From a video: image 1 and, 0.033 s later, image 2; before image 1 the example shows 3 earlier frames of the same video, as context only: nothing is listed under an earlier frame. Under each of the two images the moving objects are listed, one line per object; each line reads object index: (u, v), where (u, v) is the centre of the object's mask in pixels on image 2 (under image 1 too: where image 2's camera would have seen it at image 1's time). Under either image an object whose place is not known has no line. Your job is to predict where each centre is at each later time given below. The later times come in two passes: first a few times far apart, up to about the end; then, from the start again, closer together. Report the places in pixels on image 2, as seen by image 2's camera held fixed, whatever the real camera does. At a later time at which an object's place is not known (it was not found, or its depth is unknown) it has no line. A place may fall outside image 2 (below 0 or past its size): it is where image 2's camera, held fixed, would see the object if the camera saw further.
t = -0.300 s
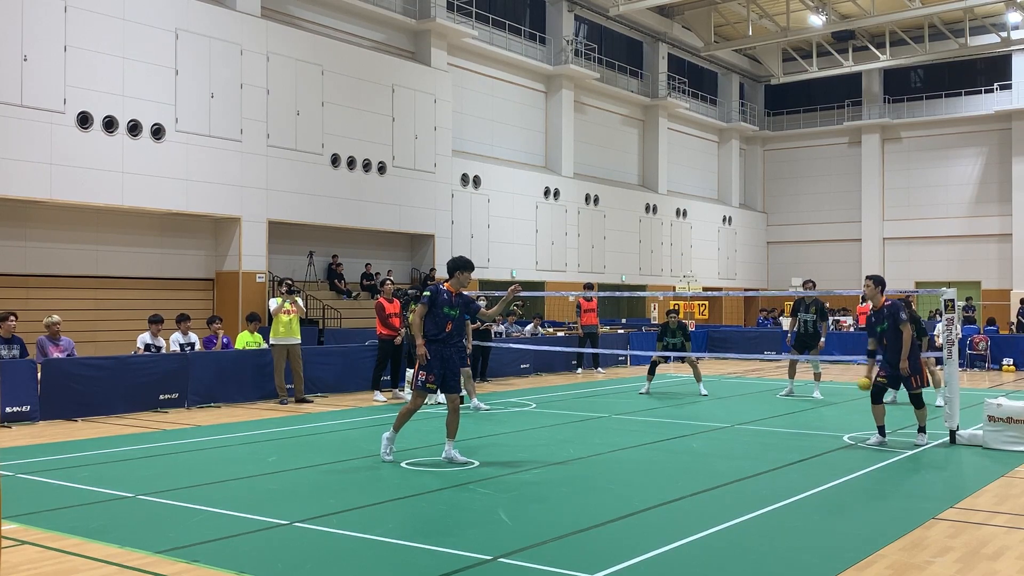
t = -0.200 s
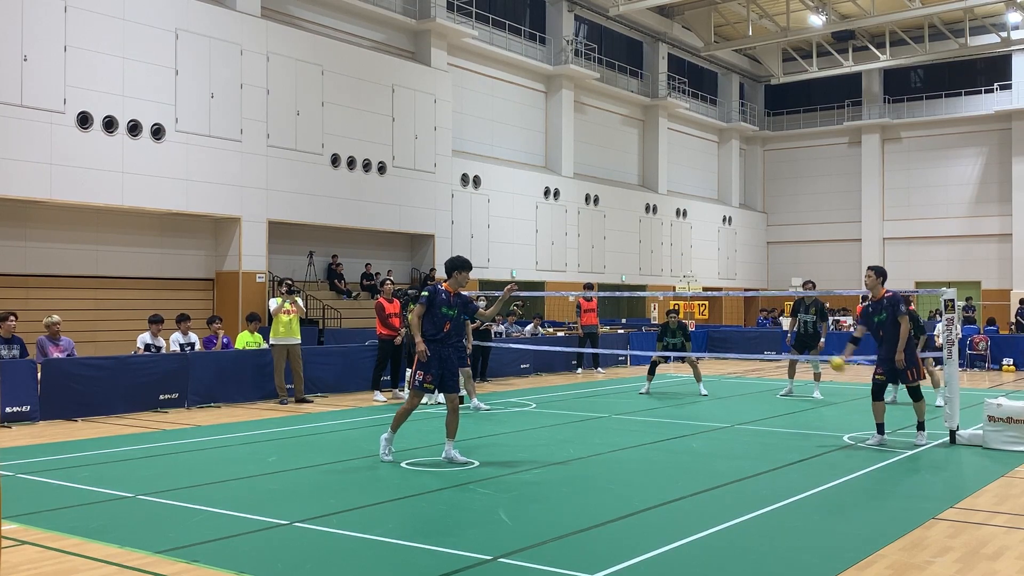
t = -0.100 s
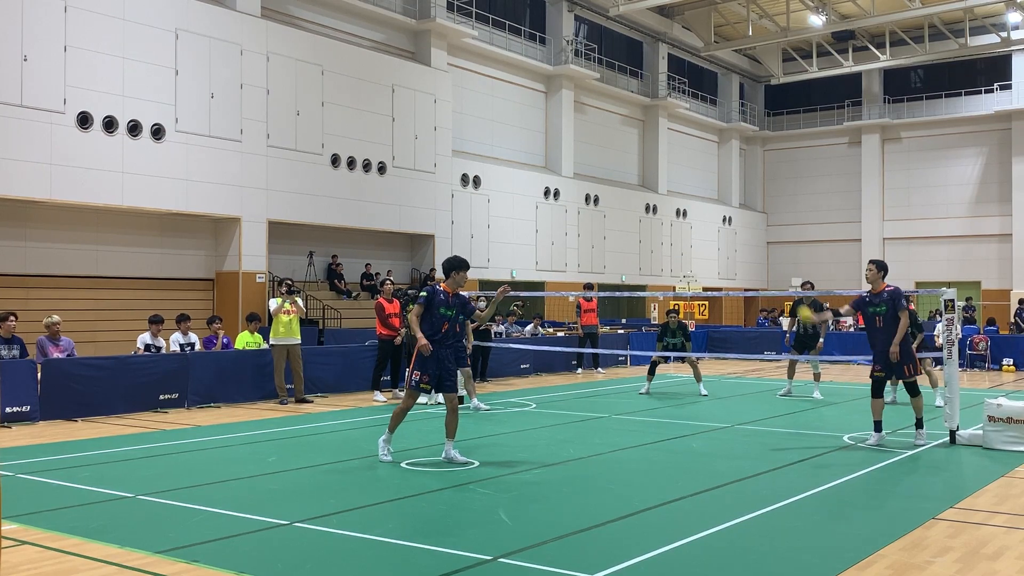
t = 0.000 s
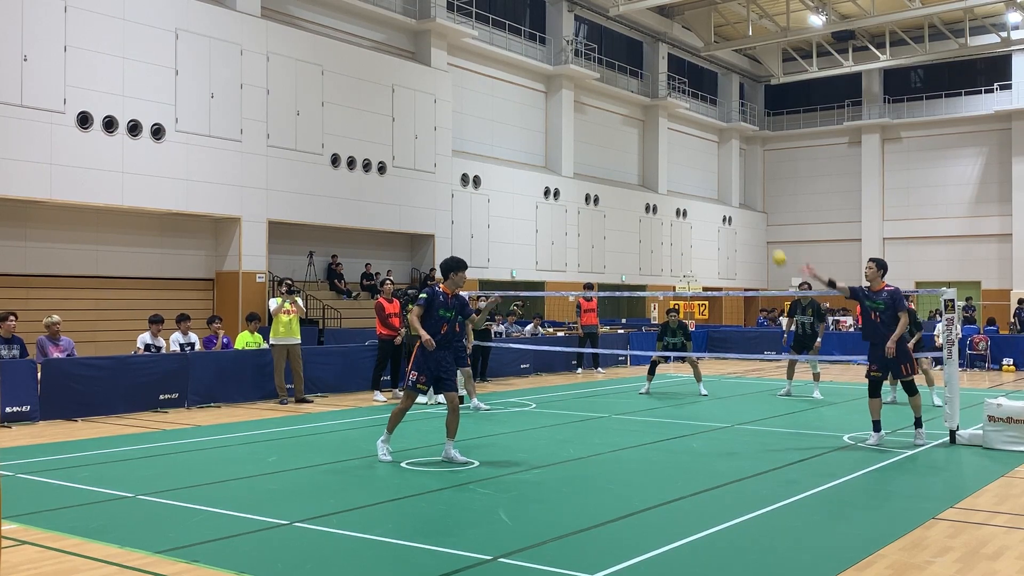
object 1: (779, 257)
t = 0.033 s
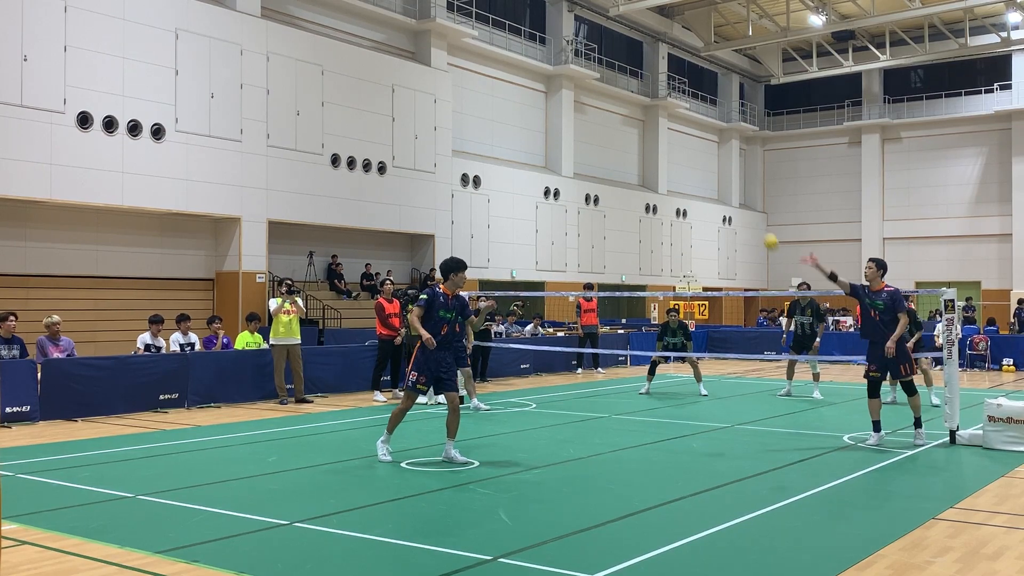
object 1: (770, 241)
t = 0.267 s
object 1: (711, 157)
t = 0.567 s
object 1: (632, 128)
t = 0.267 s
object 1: (711, 157)
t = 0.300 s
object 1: (703, 149)
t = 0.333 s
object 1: (694, 142)
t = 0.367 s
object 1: (685, 137)
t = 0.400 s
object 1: (677, 133)
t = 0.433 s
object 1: (668, 129)
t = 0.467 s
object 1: (659, 127)
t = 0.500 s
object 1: (650, 126)
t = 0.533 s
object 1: (641, 126)
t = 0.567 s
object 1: (632, 128)
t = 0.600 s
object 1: (624, 131)
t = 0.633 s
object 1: (614, 134)
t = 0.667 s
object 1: (605, 139)
